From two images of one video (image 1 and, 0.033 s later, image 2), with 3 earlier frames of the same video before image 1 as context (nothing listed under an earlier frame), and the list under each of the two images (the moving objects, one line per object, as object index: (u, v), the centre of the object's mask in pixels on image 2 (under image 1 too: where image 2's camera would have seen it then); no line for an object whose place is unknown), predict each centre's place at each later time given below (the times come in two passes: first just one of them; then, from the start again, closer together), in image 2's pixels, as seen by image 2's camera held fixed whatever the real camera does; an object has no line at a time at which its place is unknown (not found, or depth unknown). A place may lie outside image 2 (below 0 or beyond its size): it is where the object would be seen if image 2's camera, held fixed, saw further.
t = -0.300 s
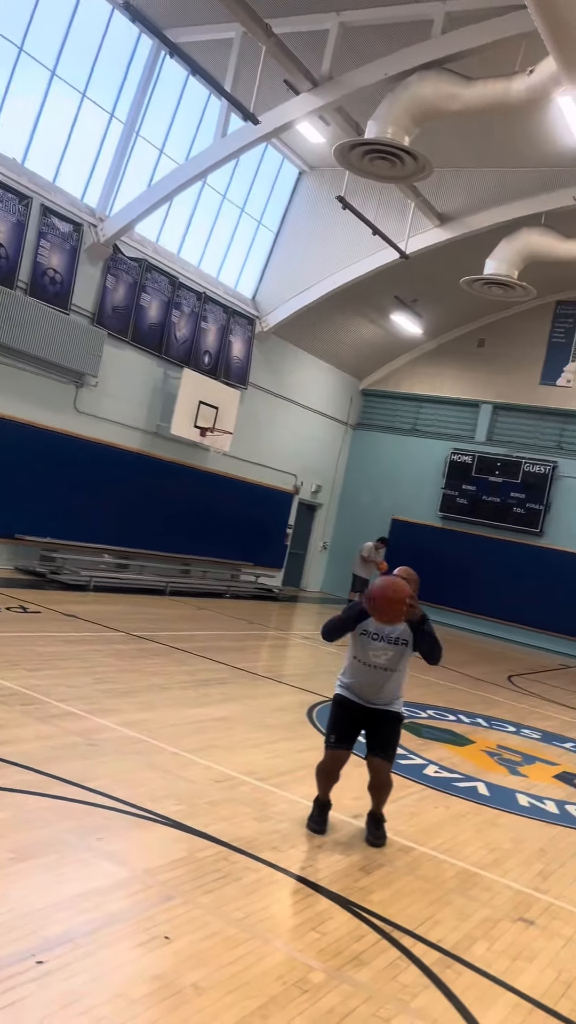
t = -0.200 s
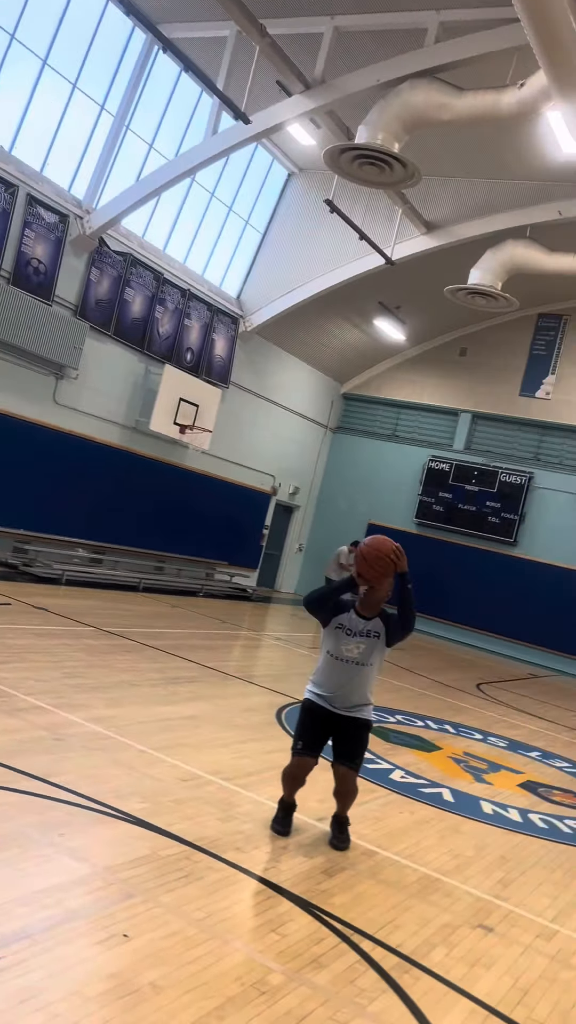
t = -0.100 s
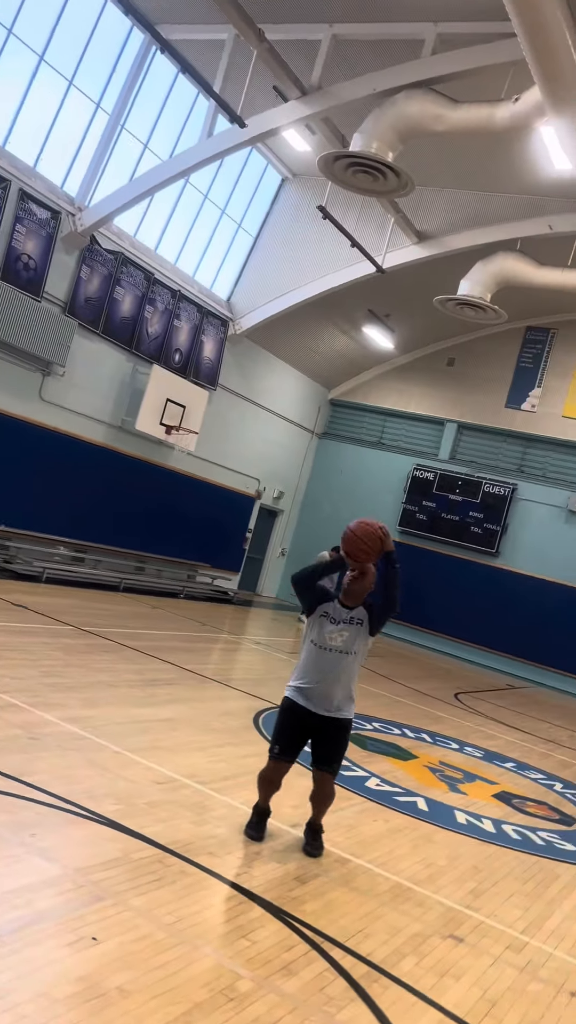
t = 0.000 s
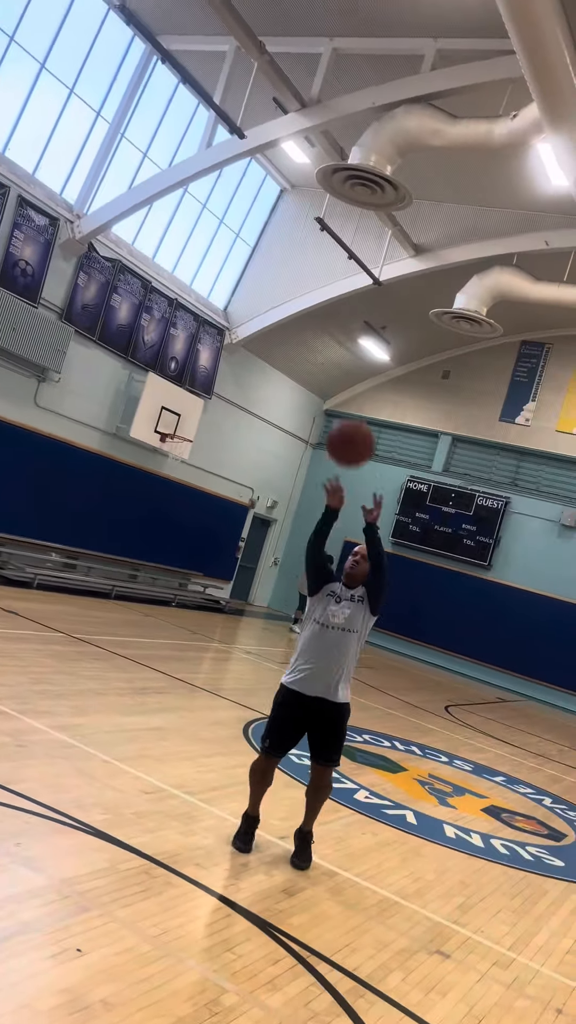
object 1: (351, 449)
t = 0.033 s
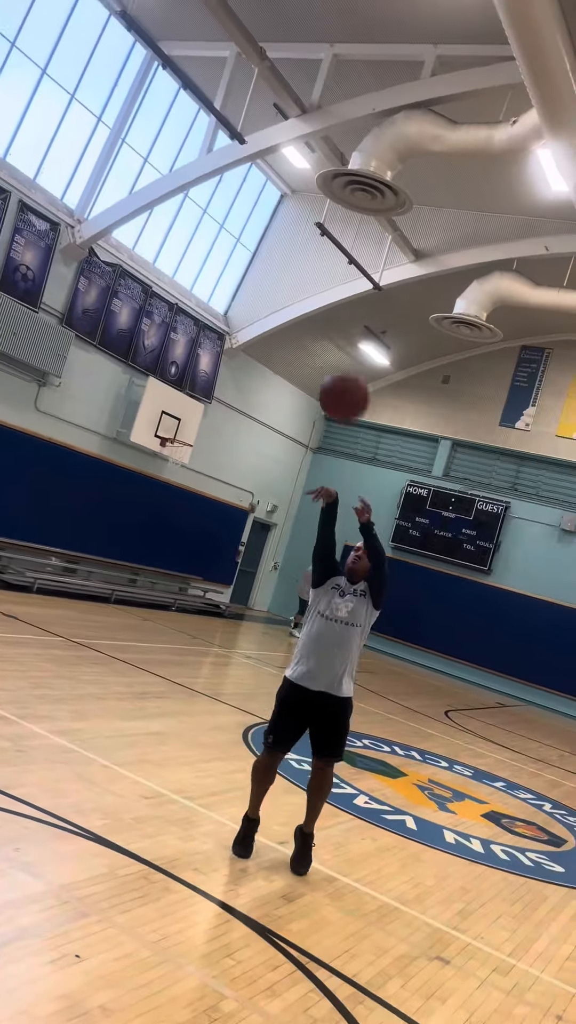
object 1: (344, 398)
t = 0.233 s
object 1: (277, 50)
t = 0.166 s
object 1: (307, 174)
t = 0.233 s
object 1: (277, 50)
